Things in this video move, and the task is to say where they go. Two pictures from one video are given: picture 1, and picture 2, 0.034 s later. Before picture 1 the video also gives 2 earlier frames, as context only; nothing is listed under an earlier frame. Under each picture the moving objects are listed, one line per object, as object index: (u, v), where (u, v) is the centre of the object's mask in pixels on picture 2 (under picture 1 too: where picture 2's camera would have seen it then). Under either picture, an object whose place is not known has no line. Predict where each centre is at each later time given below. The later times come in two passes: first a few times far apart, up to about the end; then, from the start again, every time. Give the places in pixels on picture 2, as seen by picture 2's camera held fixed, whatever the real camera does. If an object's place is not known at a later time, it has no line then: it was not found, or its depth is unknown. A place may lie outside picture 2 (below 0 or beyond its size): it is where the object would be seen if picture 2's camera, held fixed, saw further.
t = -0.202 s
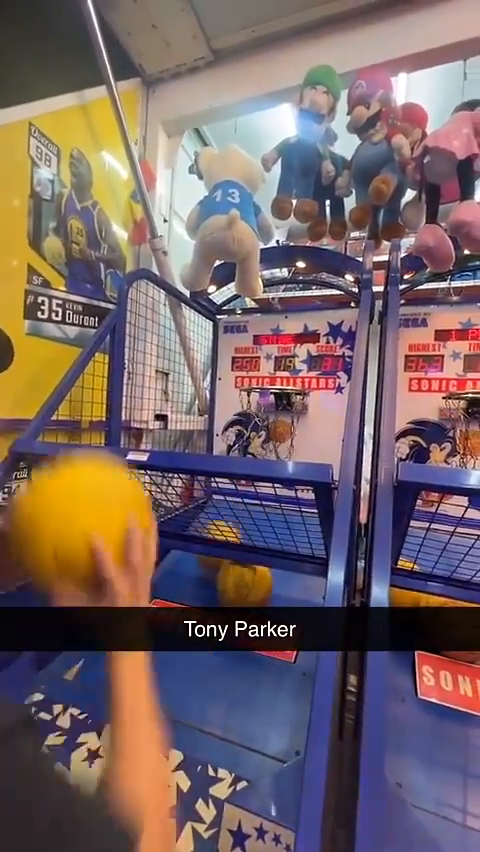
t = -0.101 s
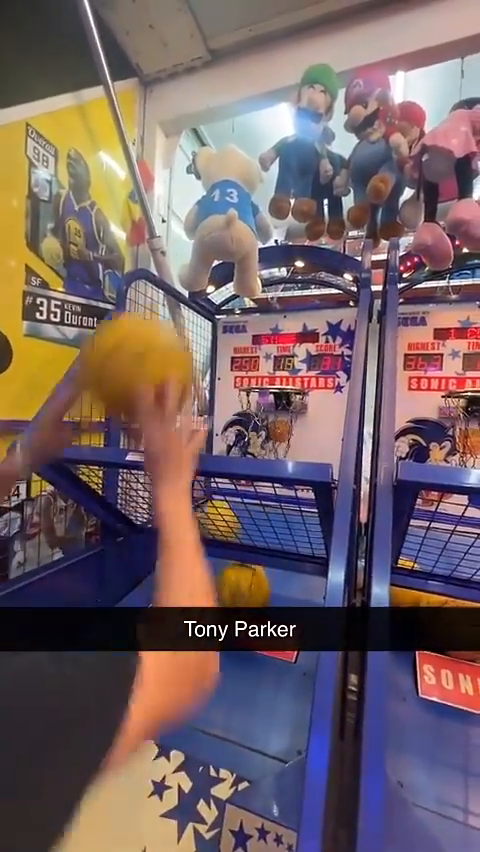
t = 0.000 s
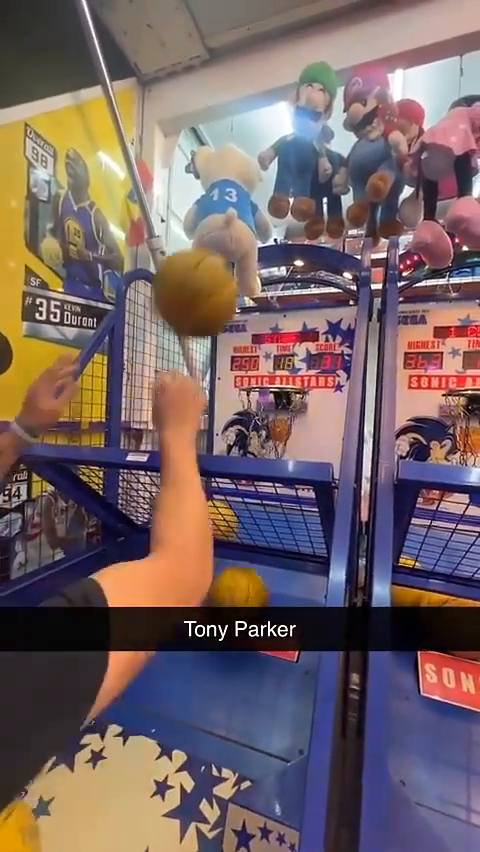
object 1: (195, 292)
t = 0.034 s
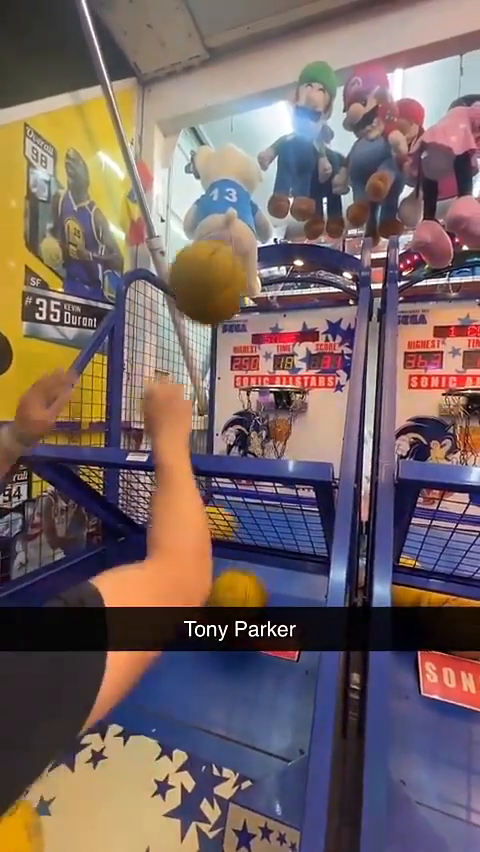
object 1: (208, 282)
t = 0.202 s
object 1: (250, 288)
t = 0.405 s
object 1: (275, 358)
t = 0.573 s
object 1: (271, 434)
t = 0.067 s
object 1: (218, 277)
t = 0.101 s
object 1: (226, 275)
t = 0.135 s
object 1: (236, 278)
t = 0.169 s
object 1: (244, 283)
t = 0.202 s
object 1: (250, 288)
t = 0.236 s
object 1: (255, 297)
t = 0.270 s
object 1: (260, 307)
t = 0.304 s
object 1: (264, 318)
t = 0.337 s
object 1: (268, 330)
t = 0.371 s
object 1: (270, 344)
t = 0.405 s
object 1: (275, 358)
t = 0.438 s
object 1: (276, 369)
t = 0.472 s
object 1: (278, 384)
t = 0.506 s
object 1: (275, 415)
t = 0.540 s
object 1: (273, 424)
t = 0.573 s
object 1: (271, 434)
